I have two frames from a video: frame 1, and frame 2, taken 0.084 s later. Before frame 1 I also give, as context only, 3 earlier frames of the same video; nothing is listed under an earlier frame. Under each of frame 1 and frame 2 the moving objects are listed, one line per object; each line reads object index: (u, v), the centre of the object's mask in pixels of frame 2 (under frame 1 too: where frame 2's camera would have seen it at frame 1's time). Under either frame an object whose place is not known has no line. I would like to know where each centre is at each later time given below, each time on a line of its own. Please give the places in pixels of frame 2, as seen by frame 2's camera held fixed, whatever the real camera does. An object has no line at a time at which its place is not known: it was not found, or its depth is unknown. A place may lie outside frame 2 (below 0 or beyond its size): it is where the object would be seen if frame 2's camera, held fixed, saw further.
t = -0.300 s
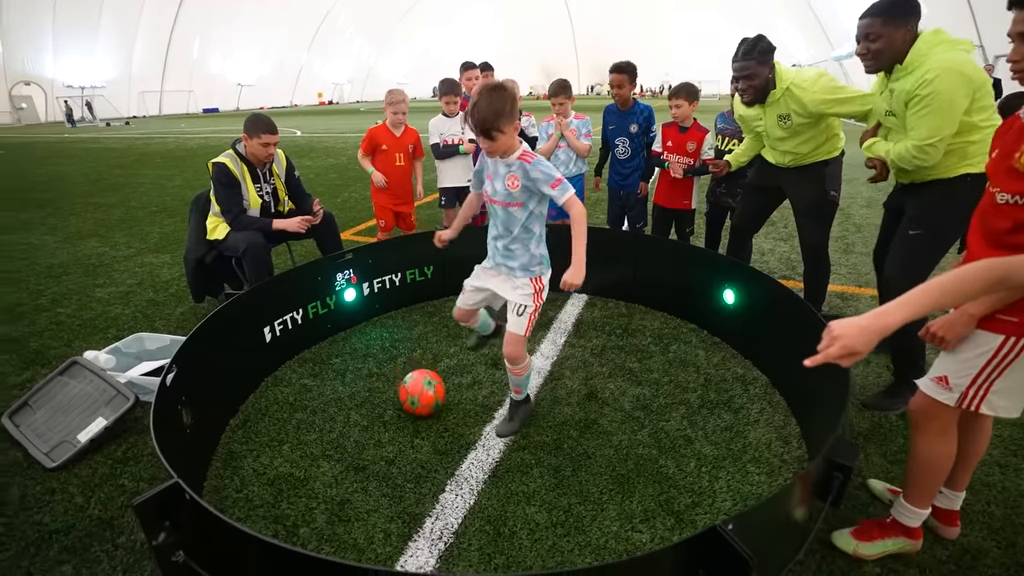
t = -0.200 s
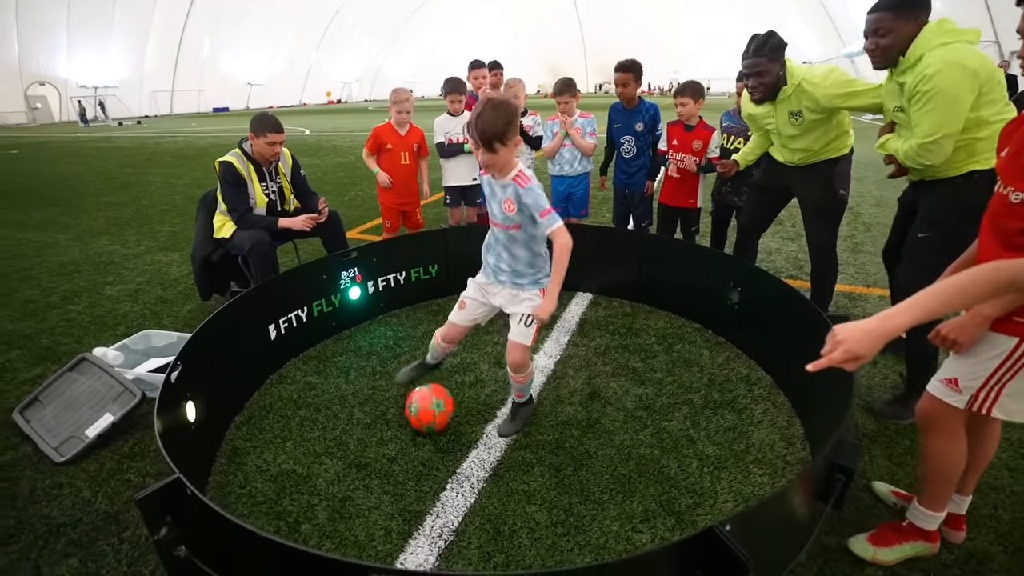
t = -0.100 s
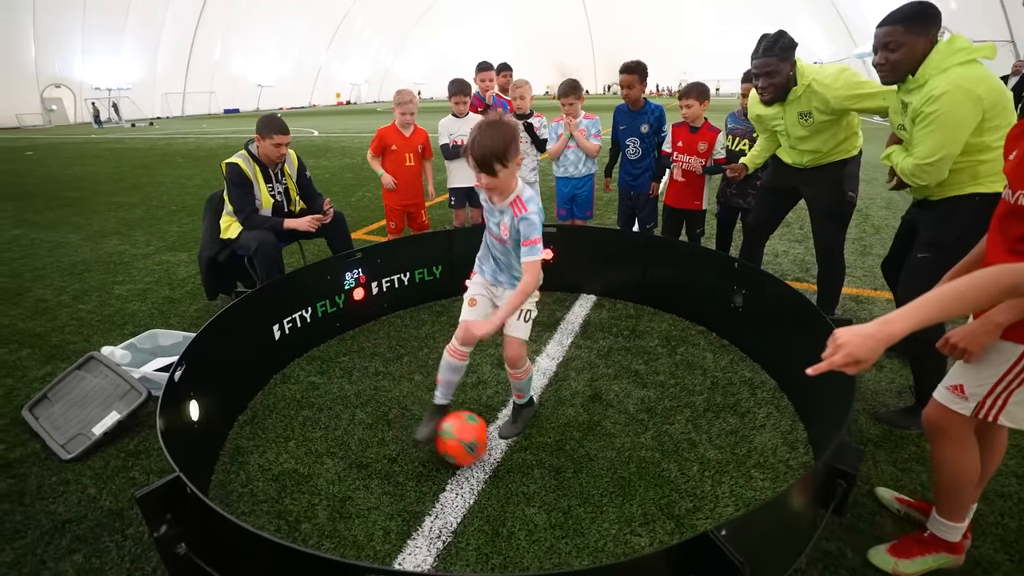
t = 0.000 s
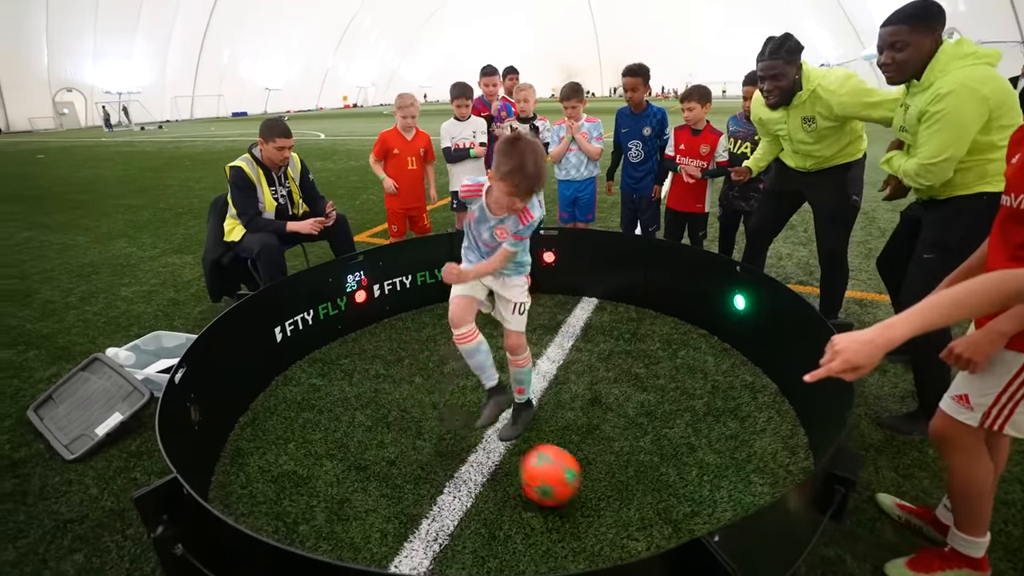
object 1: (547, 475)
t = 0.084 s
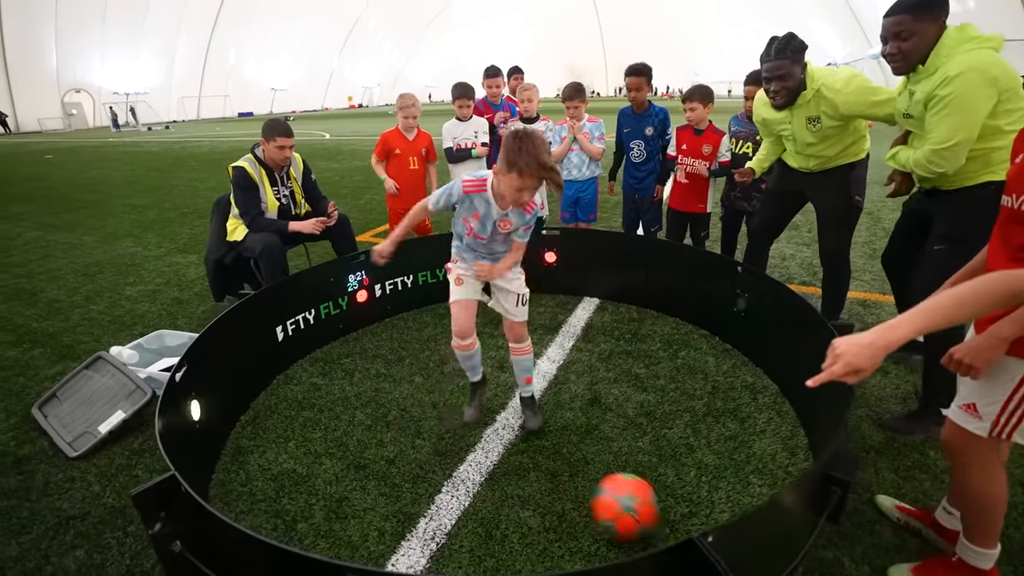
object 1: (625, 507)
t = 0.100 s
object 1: (641, 512)
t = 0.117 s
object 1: (655, 517)
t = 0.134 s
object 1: (669, 519)
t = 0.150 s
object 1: (683, 520)
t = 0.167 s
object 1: (696, 520)
